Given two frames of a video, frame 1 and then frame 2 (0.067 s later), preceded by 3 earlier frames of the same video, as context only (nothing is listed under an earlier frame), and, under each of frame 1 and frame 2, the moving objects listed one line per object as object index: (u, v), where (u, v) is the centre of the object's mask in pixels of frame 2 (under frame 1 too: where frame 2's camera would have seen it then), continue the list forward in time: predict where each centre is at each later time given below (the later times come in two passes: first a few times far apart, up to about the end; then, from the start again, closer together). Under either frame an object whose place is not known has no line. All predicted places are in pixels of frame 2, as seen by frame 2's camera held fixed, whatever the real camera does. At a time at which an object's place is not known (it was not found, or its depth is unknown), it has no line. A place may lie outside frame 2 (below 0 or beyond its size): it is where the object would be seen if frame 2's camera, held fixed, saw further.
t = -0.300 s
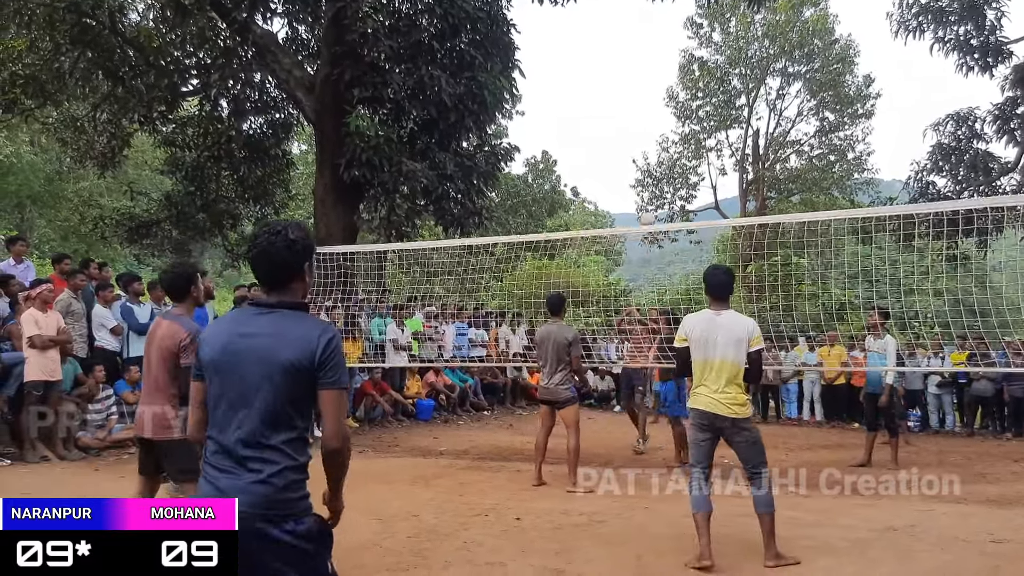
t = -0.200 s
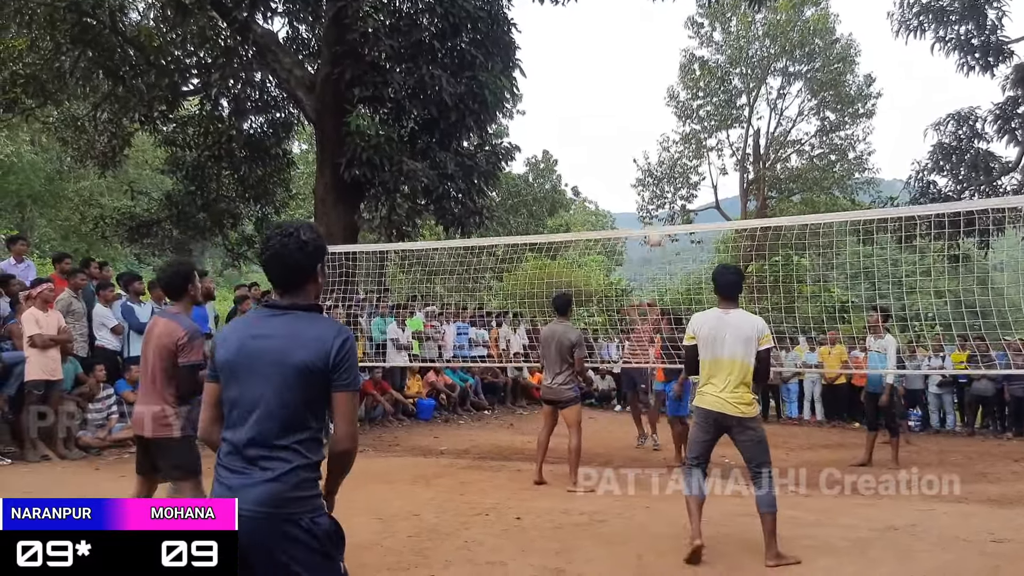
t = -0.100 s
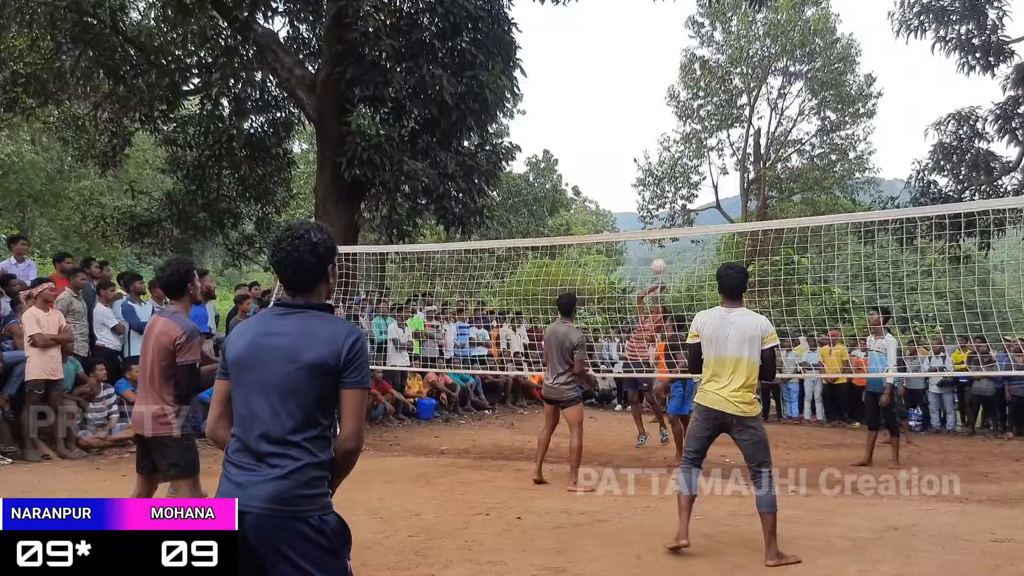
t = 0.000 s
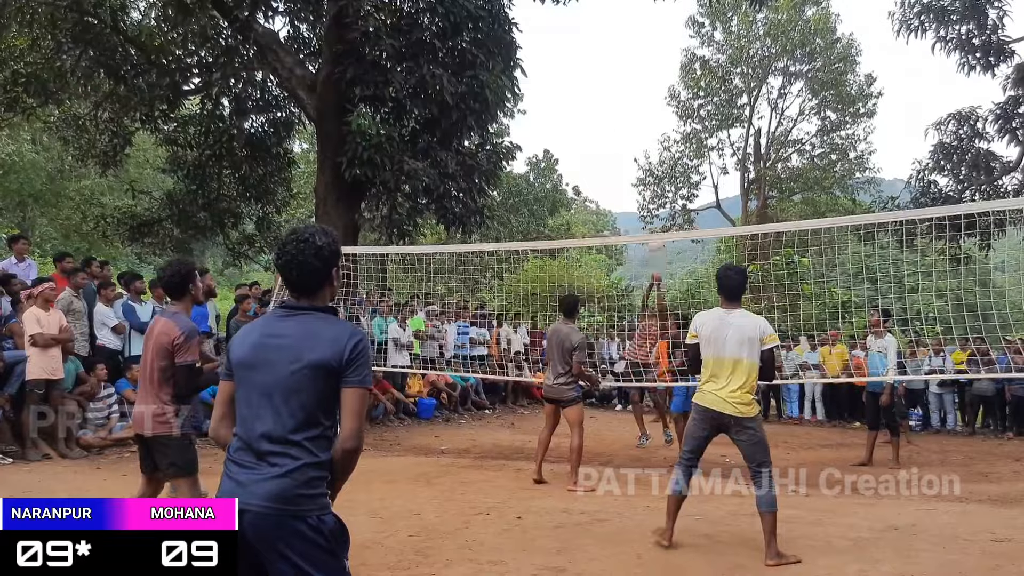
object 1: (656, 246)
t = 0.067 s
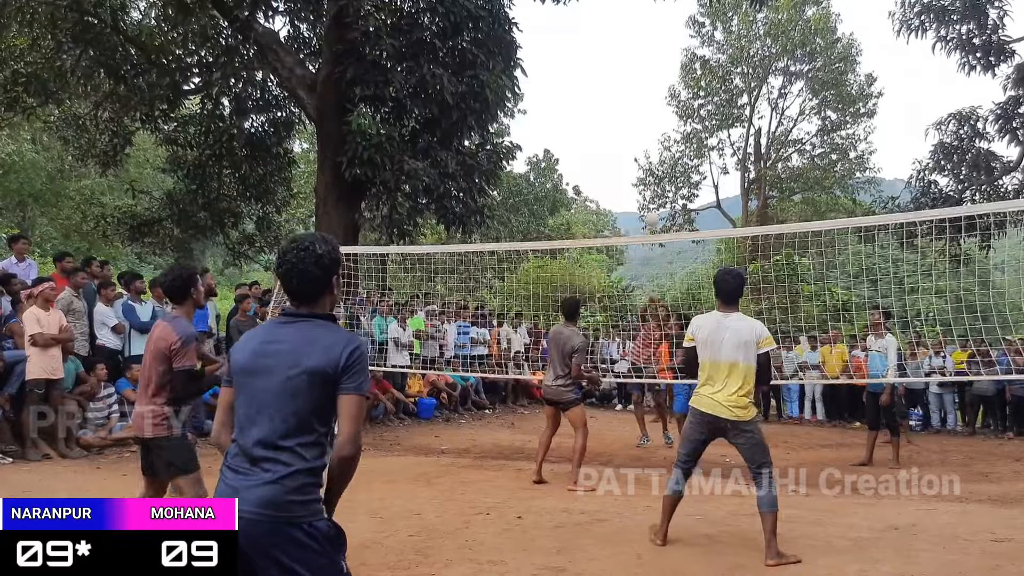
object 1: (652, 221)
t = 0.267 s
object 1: (636, 152)
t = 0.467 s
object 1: (615, 109)
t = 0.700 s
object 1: (574, 116)
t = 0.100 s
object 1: (650, 207)
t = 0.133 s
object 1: (647, 195)
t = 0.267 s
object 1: (636, 152)
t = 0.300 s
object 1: (633, 143)
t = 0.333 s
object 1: (630, 134)
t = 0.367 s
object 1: (627, 127)
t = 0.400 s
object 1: (623, 120)
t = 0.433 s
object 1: (619, 114)
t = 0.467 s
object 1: (615, 109)
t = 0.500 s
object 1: (610, 105)
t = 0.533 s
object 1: (605, 103)
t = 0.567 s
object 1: (600, 102)
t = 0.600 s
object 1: (594, 103)
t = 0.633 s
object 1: (588, 105)
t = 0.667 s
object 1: (581, 110)
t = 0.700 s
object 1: (574, 116)
